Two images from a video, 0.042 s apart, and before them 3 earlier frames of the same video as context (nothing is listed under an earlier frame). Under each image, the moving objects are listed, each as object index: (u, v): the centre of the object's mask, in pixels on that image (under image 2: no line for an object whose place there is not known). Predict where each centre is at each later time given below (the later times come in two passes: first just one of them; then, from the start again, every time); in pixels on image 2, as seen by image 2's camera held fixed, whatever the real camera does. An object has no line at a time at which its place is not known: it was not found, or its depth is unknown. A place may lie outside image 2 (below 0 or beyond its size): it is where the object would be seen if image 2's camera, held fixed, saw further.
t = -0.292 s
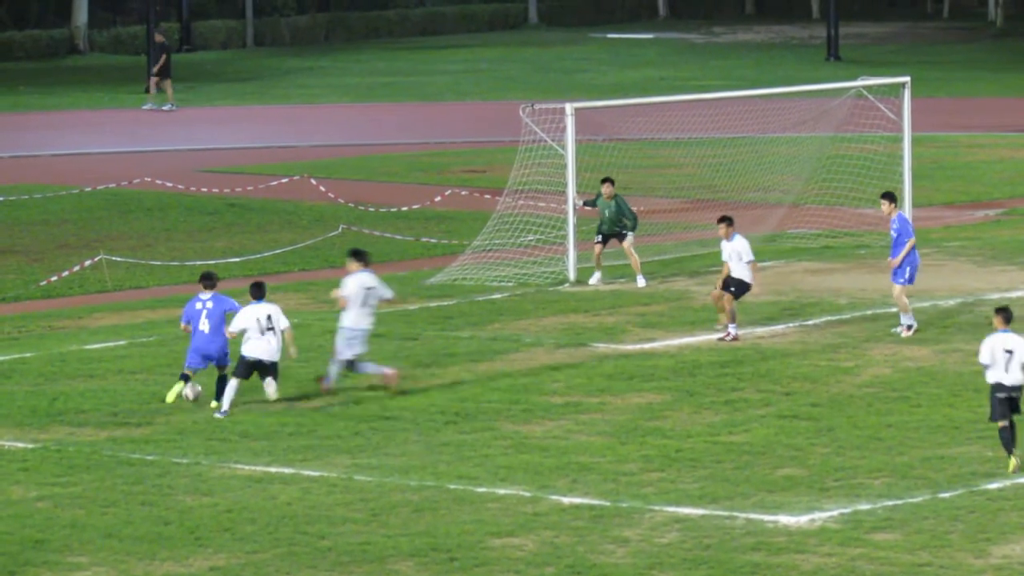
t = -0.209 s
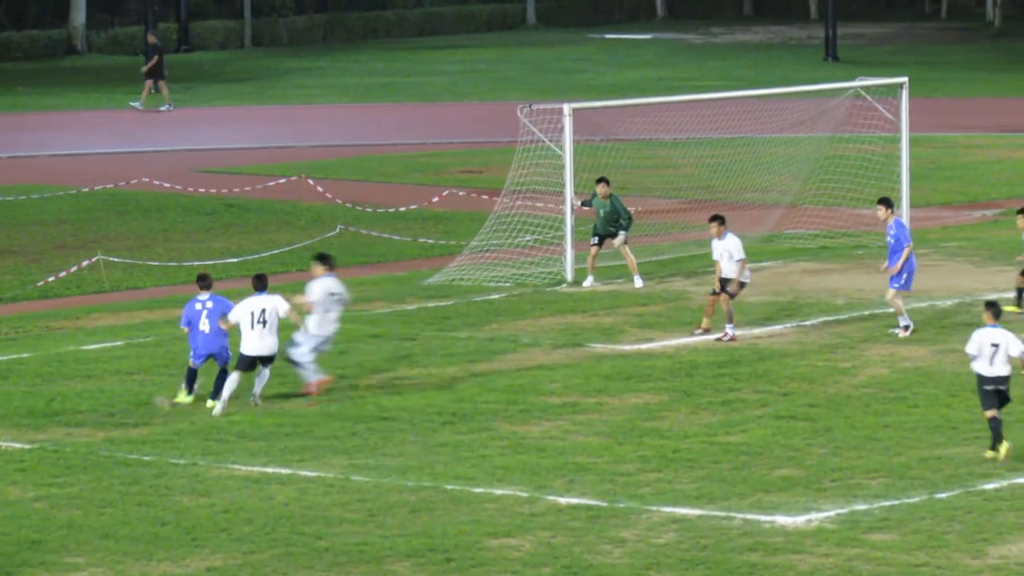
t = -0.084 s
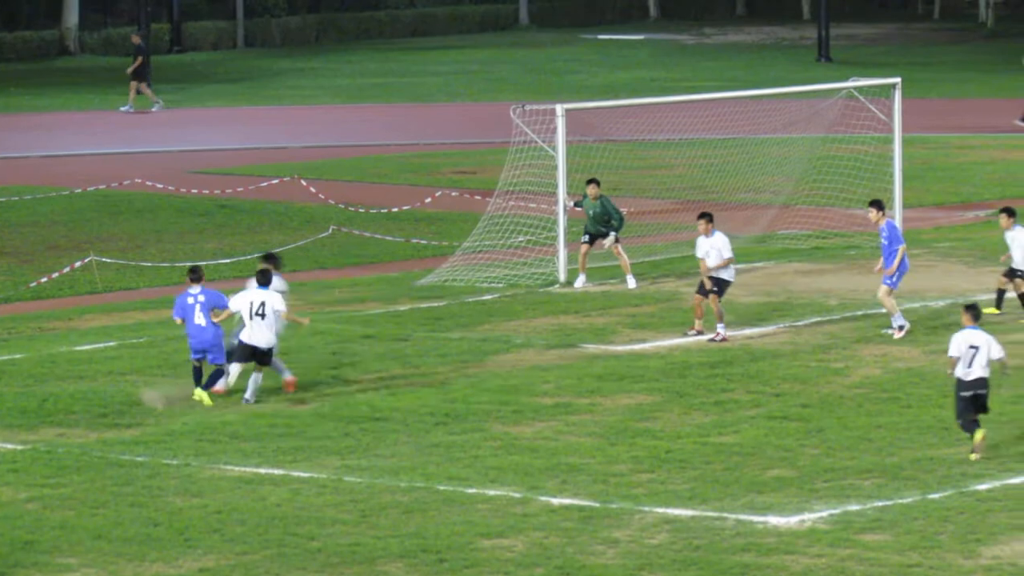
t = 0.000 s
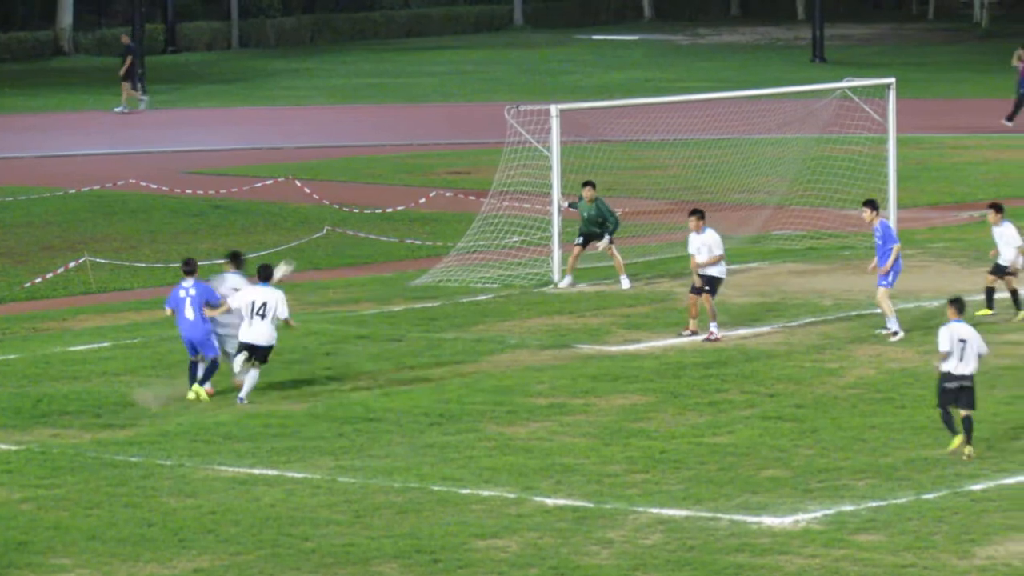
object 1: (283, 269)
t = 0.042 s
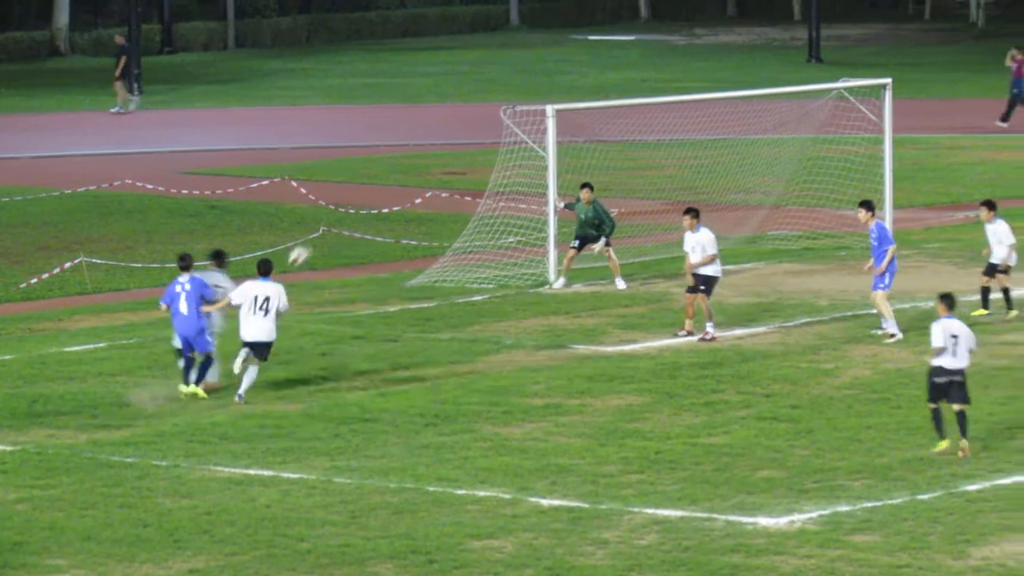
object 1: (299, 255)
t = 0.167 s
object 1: (359, 216)
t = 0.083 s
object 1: (319, 239)
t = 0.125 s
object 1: (340, 227)
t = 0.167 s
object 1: (359, 216)
